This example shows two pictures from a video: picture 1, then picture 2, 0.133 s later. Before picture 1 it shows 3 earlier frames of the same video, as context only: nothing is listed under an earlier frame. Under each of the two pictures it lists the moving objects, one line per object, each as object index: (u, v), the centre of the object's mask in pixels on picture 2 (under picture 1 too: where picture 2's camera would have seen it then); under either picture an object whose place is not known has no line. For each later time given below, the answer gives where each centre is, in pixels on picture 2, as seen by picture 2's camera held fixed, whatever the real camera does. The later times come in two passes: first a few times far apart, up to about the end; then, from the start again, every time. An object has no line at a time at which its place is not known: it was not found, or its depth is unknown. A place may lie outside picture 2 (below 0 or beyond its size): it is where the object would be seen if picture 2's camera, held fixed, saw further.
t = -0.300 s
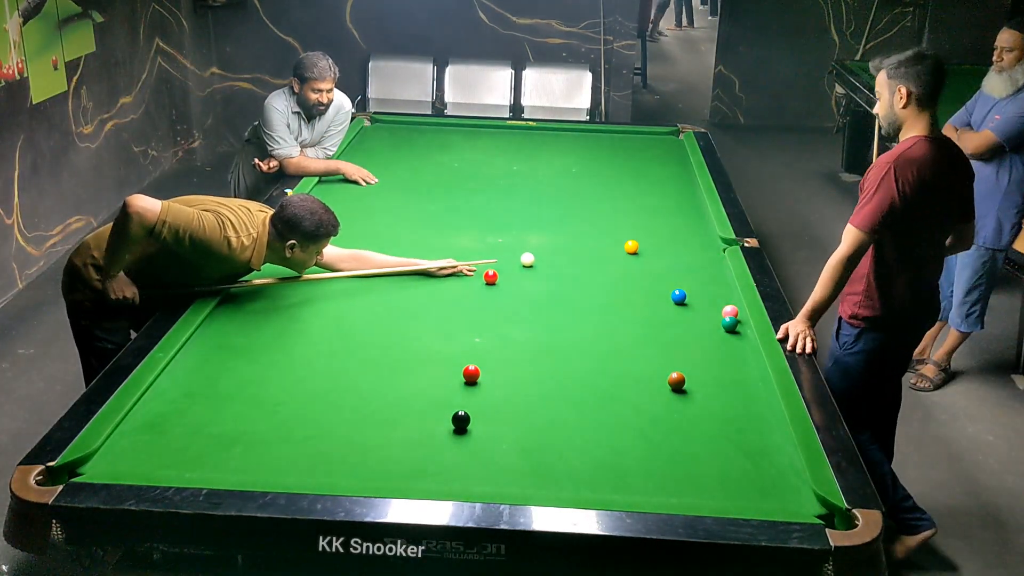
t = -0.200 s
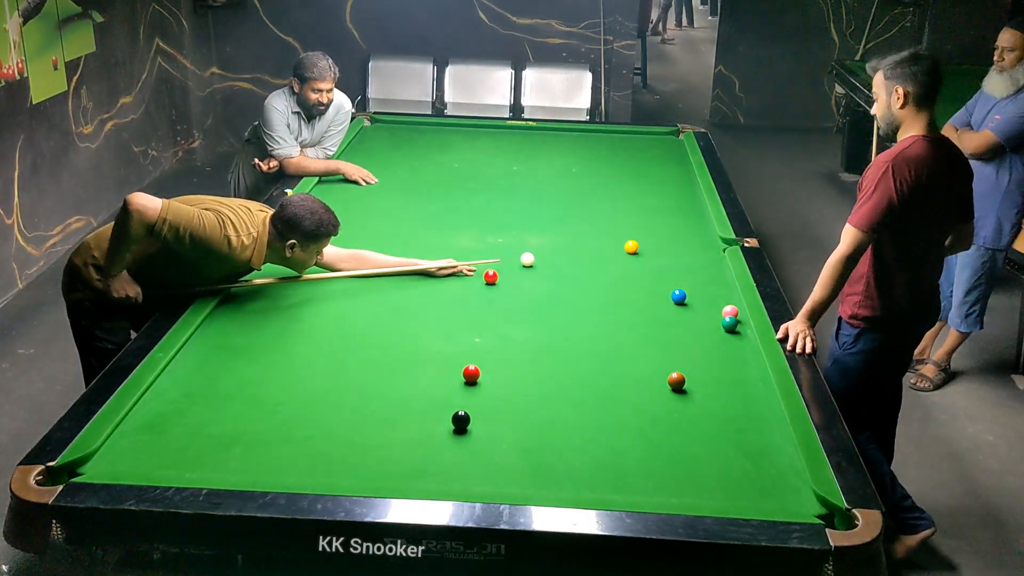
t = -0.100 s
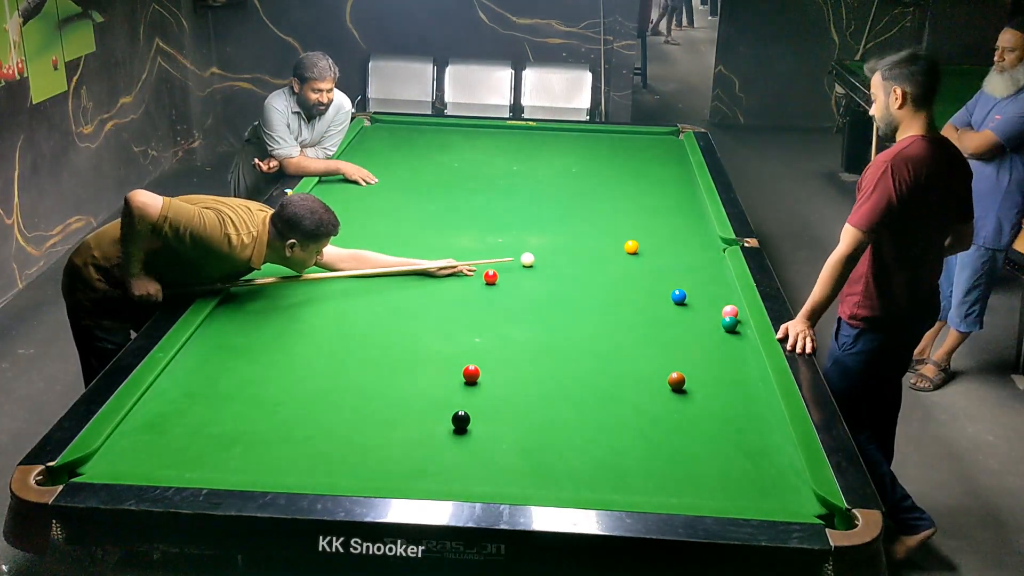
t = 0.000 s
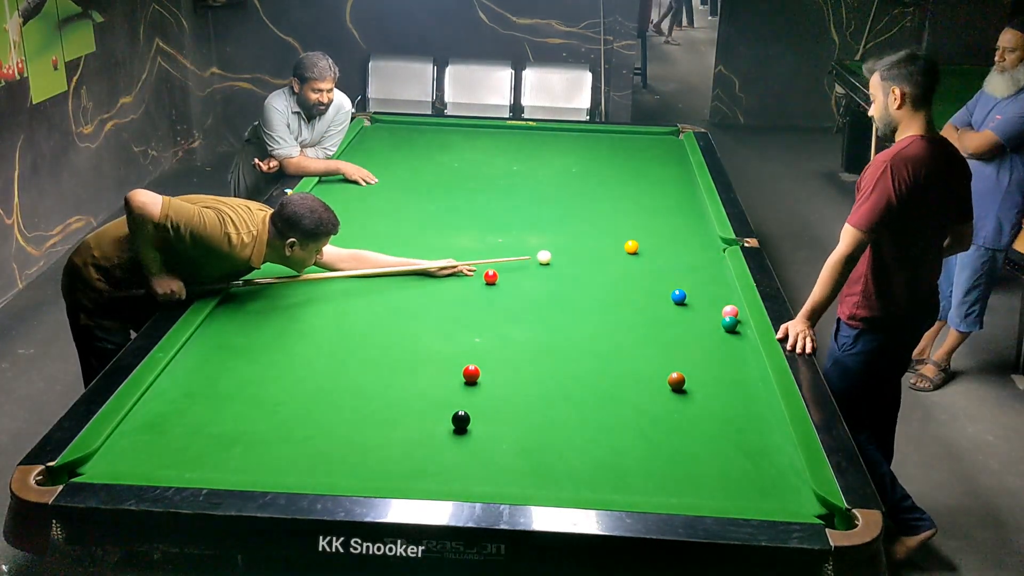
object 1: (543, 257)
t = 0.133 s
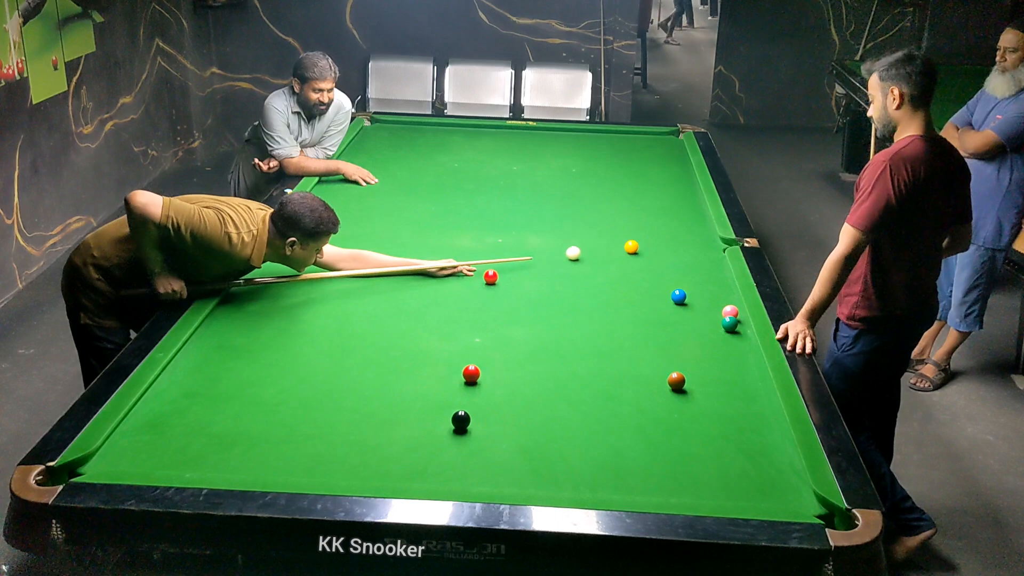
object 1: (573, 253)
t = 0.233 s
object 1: (594, 250)
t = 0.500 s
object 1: (623, 242)
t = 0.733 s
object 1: (633, 237)
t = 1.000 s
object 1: (644, 231)
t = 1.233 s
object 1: (652, 226)
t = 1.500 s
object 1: (660, 222)
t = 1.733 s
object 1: (666, 219)
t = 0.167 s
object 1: (580, 252)
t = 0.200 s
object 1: (587, 251)
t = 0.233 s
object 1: (594, 250)
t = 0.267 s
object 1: (601, 249)
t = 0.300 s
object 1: (608, 248)
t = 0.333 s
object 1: (615, 247)
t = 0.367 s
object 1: (618, 246)
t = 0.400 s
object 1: (619, 245)
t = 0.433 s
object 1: (620, 244)
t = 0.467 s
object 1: (622, 243)
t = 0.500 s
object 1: (623, 242)
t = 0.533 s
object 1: (625, 242)
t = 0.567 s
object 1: (626, 241)
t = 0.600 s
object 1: (628, 240)
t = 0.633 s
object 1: (629, 239)
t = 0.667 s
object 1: (631, 238)
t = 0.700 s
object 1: (632, 238)
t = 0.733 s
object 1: (633, 237)
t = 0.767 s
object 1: (635, 236)
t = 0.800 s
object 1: (637, 235)
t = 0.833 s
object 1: (638, 234)
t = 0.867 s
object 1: (639, 234)
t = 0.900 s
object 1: (640, 233)
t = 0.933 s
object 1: (642, 232)
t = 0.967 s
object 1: (643, 232)
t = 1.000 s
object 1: (644, 231)
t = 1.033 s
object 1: (646, 230)
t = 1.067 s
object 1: (647, 230)
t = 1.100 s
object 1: (648, 229)
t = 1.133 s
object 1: (649, 228)
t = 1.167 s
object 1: (650, 228)
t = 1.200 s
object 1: (651, 227)
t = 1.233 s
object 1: (652, 226)
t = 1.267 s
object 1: (653, 226)
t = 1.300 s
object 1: (655, 225)
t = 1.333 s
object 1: (656, 225)
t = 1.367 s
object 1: (656, 224)
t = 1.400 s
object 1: (657, 224)
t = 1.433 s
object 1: (659, 223)
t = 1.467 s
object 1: (659, 223)
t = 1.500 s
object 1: (660, 222)
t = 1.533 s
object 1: (661, 222)
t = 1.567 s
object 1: (662, 221)
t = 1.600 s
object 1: (663, 221)
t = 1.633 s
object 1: (664, 220)
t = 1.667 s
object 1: (665, 220)
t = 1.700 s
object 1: (666, 219)
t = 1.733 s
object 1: (666, 219)
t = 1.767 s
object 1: (667, 219)
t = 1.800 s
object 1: (668, 218)
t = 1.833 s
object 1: (669, 218)
